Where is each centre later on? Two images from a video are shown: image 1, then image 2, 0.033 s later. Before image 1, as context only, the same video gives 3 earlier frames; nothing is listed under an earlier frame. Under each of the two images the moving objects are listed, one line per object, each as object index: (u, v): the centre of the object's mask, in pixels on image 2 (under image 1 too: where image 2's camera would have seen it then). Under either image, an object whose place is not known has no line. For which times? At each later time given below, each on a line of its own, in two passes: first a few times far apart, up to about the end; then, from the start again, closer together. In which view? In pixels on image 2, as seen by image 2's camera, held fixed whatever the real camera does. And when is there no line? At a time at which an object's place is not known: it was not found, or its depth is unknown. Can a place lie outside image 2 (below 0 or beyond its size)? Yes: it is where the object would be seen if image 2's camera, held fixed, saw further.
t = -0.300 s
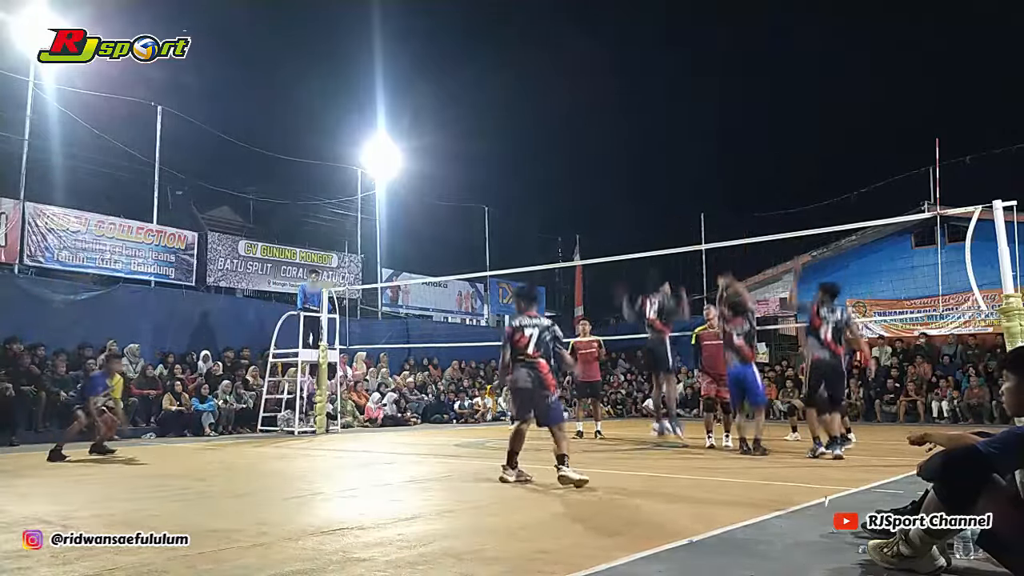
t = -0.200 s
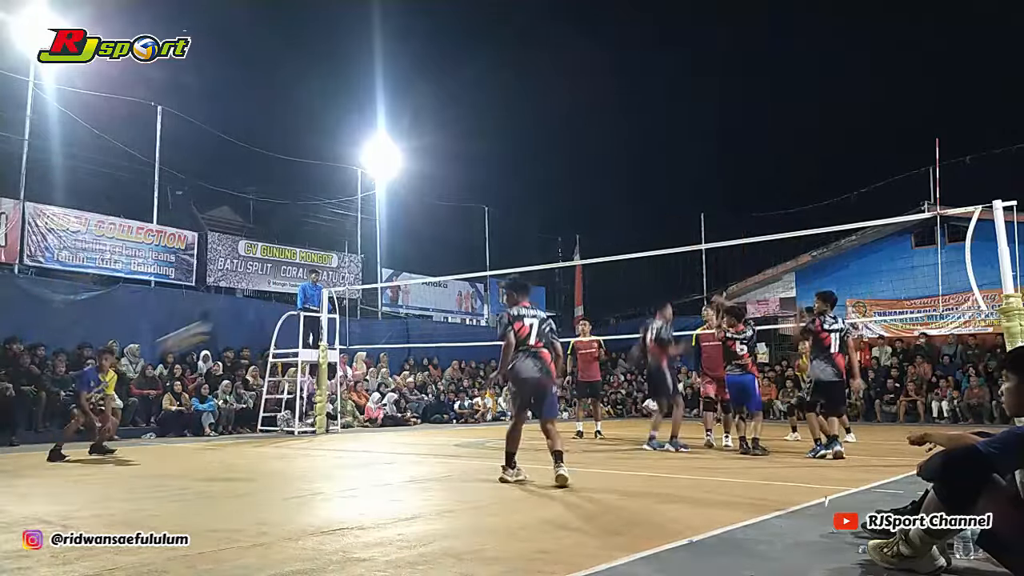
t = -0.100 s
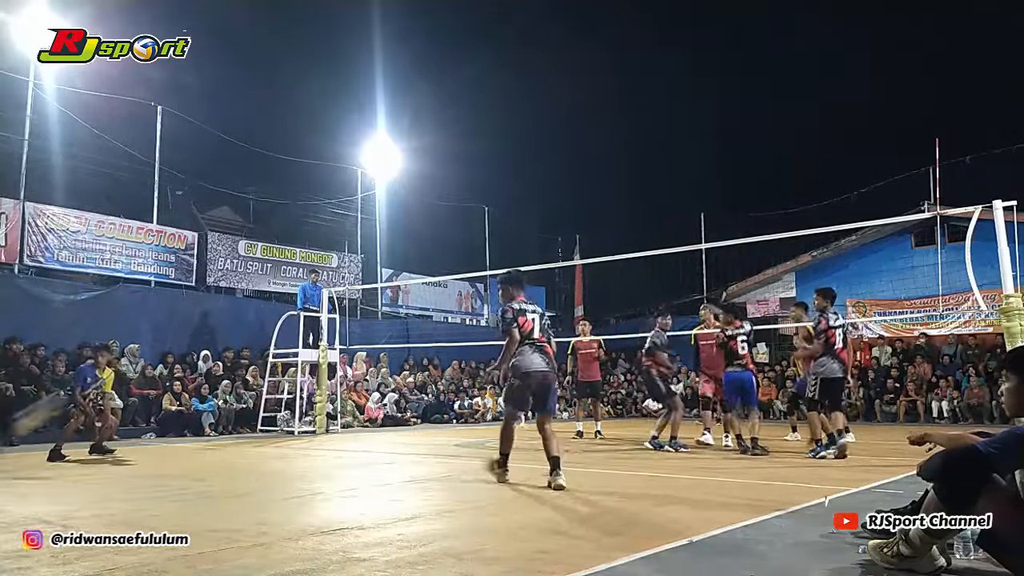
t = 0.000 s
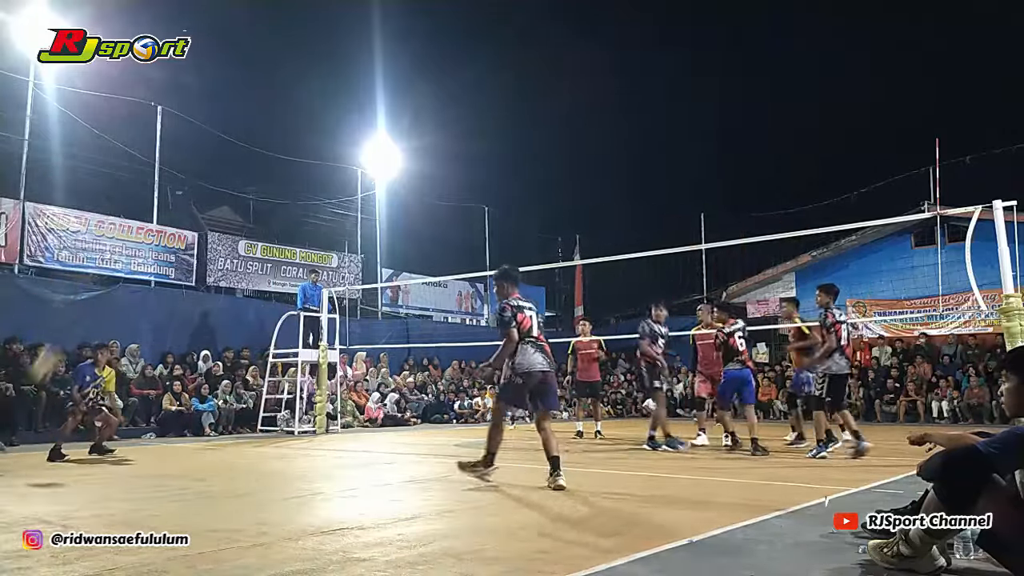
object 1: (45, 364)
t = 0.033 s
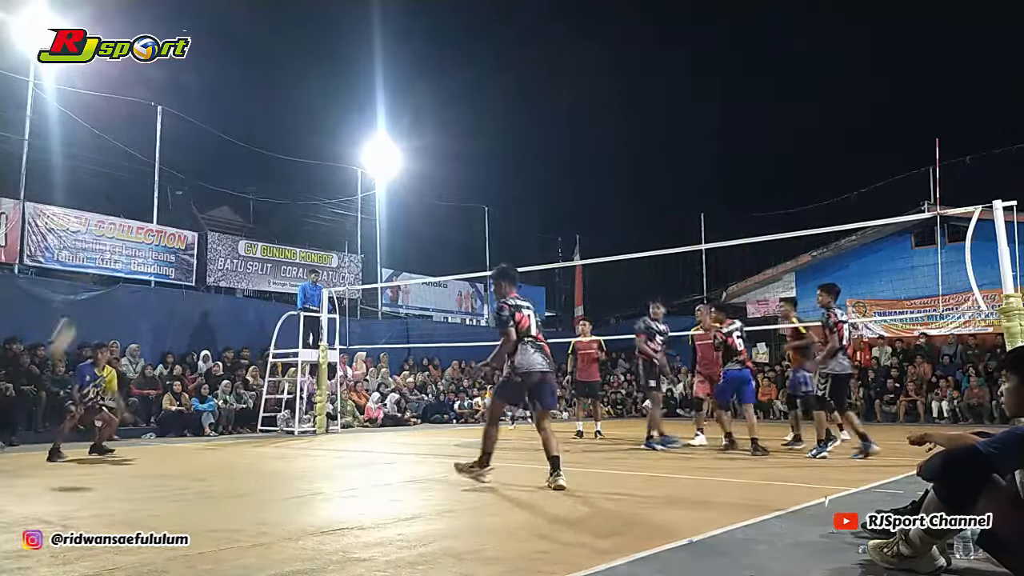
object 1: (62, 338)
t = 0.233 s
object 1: (150, 209)
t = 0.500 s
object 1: (254, 110)
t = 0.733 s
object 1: (338, 80)
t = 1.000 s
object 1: (432, 109)
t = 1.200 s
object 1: (501, 176)
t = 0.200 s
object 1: (135, 227)
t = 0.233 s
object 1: (150, 209)
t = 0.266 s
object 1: (167, 193)
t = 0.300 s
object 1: (179, 177)
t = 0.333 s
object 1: (191, 164)
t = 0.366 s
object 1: (204, 151)
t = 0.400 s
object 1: (217, 140)
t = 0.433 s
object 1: (229, 129)
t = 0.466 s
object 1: (242, 118)
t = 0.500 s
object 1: (254, 110)
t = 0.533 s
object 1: (266, 103)
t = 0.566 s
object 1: (279, 96)
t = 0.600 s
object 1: (291, 91)
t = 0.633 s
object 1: (303, 87)
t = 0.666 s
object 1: (315, 83)
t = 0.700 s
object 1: (327, 82)
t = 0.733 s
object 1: (338, 80)
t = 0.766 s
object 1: (350, 80)
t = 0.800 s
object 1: (363, 81)
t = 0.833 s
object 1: (374, 83)
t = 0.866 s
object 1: (385, 86)
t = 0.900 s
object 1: (397, 91)
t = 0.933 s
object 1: (409, 96)
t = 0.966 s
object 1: (420, 102)
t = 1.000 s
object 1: (432, 109)
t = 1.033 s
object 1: (442, 116)
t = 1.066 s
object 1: (455, 127)
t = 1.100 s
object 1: (466, 138)
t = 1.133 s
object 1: (478, 150)
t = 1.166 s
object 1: (489, 162)
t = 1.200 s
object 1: (501, 176)
